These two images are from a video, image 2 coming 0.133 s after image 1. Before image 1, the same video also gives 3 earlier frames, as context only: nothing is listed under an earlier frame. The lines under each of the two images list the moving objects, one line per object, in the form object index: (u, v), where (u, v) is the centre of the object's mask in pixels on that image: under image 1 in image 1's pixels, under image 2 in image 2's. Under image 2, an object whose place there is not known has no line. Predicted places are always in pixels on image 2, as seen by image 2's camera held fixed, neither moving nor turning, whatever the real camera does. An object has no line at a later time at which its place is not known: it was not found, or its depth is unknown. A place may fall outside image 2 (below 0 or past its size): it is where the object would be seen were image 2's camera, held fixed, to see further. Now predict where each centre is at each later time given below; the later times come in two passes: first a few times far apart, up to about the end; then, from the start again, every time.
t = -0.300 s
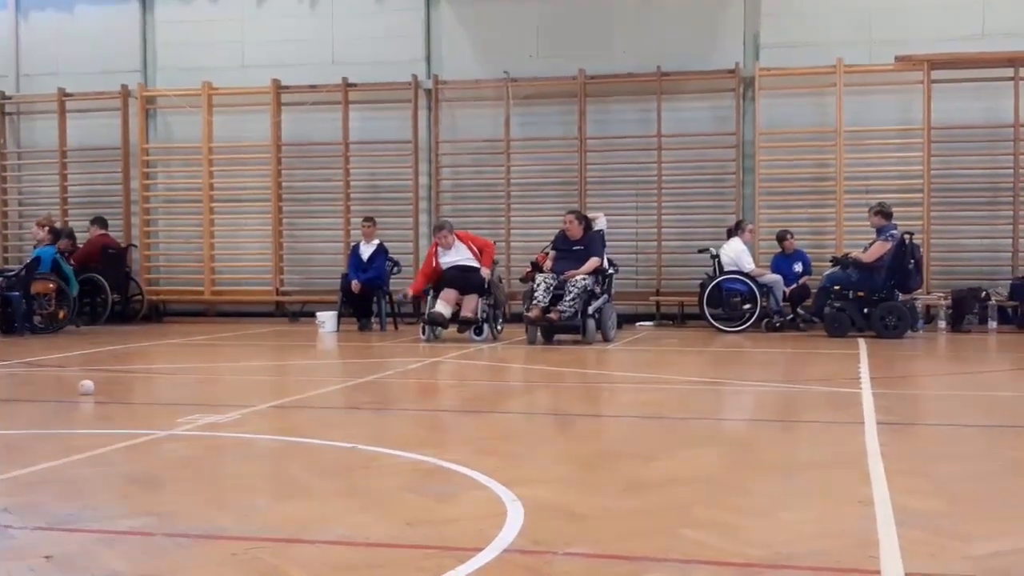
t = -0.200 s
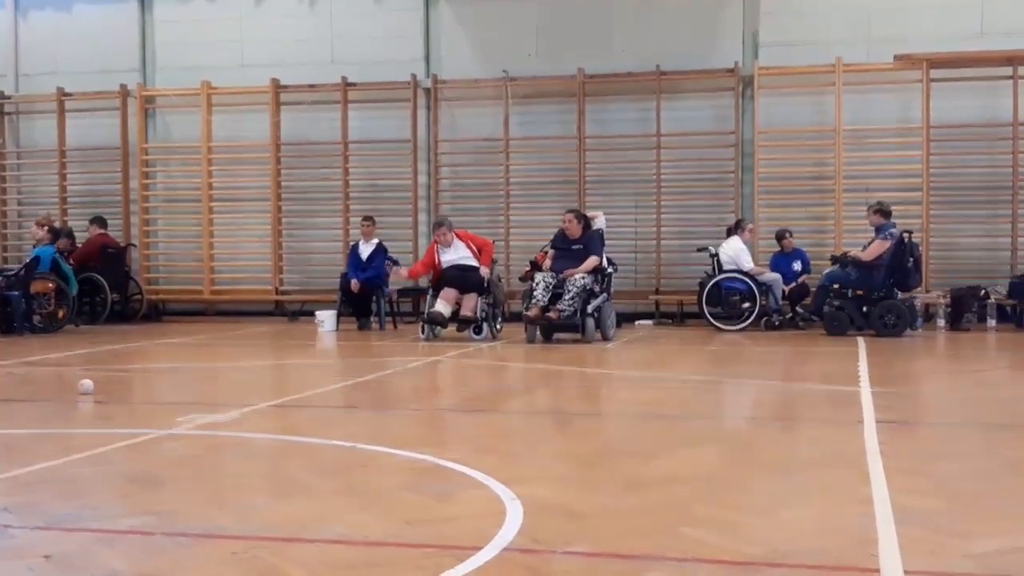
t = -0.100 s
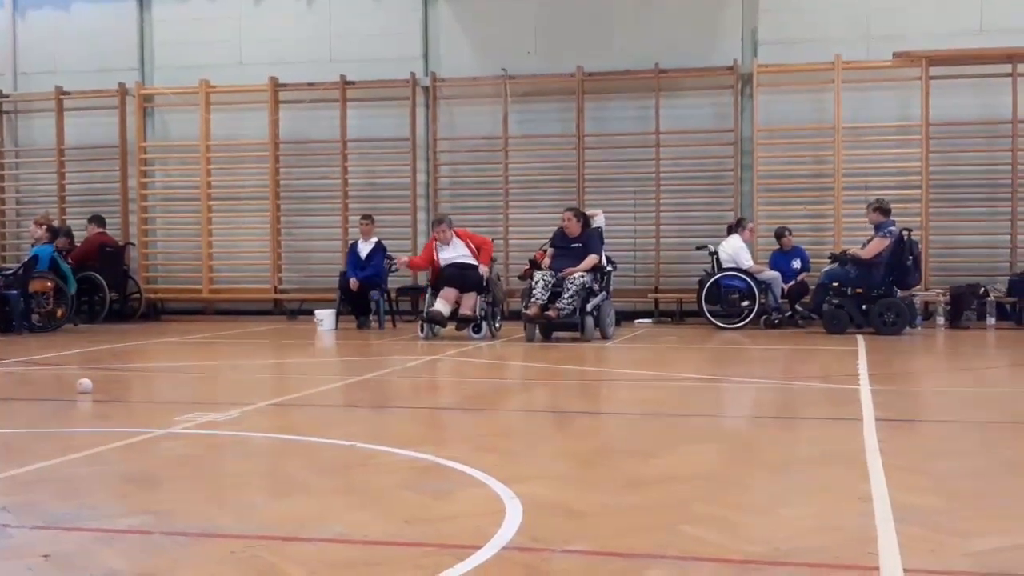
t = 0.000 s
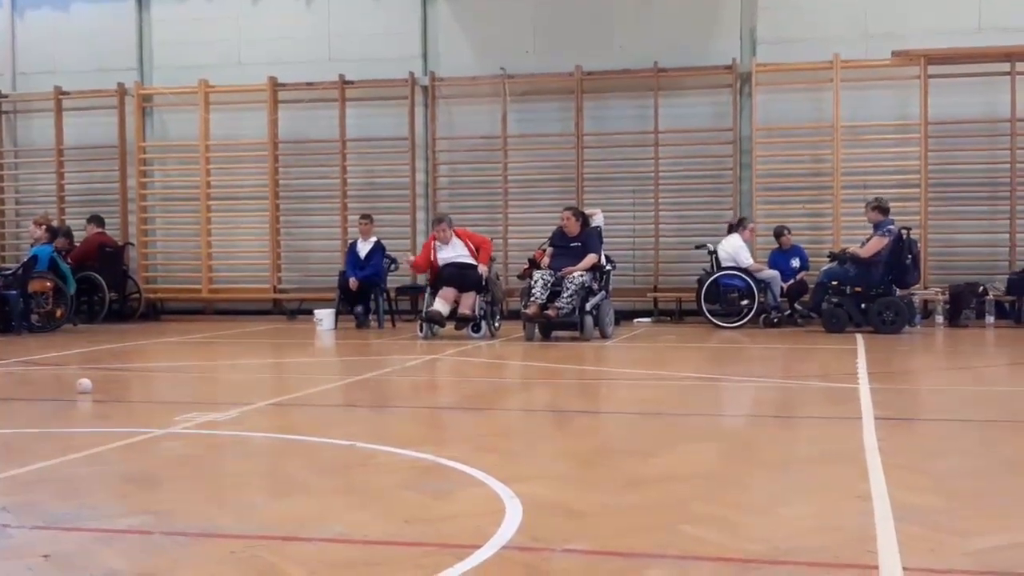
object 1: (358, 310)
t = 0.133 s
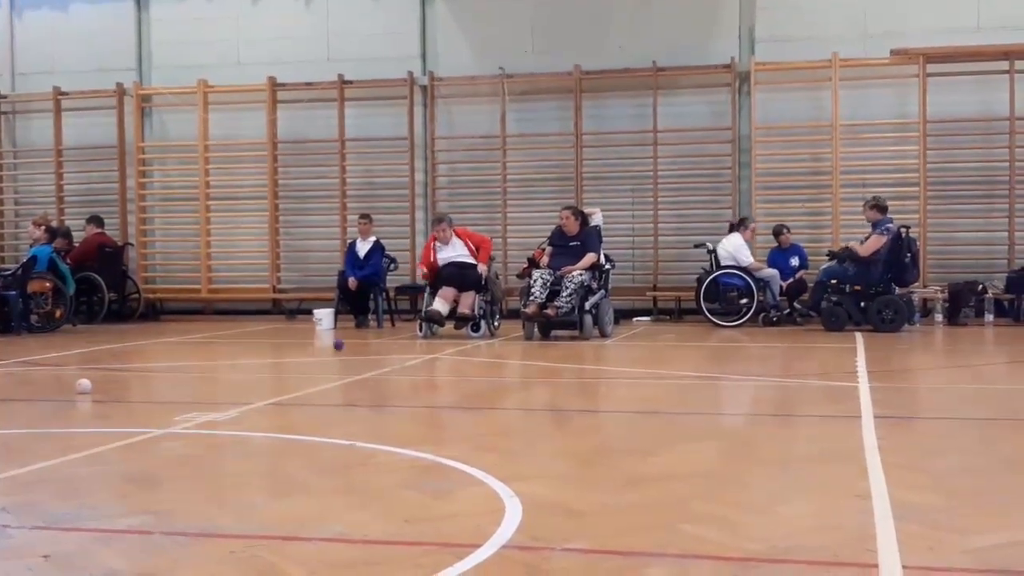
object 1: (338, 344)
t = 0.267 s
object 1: (322, 341)
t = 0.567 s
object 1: (287, 354)
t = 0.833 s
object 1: (256, 360)
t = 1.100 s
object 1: (224, 365)
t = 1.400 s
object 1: (190, 370)
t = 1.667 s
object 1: (161, 374)
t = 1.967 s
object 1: (132, 379)
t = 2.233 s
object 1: (111, 382)
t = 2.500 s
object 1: (96, 384)
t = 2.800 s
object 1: (97, 385)
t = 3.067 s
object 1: (98, 385)
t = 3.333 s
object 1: (97, 384)
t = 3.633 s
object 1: (97, 384)
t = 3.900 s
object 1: (98, 384)
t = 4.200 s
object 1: (98, 384)
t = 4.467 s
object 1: (98, 384)
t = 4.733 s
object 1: (98, 384)
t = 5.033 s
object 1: (98, 384)
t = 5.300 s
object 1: (98, 384)
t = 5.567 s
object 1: (98, 384)
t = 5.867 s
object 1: (98, 384)
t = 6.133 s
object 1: (98, 384)
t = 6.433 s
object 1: (98, 384)
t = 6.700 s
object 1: (98, 384)
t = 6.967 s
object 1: (98, 384)
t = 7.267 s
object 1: (98, 384)
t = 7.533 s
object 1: (97, 384)
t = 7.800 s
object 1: (97, 384)
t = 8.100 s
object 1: (97, 384)
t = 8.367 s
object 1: (97, 384)
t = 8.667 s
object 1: (96, 384)
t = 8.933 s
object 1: (97, 384)
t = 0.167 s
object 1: (333, 341)
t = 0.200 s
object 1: (330, 340)
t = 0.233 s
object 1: (326, 339)
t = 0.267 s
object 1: (322, 341)
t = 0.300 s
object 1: (318, 343)
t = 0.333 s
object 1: (314, 348)
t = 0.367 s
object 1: (311, 350)
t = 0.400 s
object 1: (307, 348)
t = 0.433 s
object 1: (304, 349)
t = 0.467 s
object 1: (299, 351)
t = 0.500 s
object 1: (295, 352)
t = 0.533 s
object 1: (291, 353)
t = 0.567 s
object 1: (287, 354)
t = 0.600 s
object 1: (283, 354)
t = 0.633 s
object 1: (279, 355)
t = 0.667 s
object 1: (276, 356)
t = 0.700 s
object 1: (272, 356)
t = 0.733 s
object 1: (267, 357)
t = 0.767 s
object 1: (263, 358)
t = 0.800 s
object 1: (259, 359)
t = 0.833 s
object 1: (256, 360)
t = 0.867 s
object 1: (252, 360)
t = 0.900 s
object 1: (248, 361)
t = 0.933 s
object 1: (243, 361)
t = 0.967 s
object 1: (240, 362)
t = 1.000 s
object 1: (236, 363)
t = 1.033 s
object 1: (232, 363)
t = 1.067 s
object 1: (228, 364)
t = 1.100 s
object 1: (224, 365)
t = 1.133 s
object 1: (220, 365)
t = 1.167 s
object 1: (216, 366)
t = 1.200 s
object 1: (213, 367)
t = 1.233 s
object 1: (209, 367)
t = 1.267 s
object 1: (205, 368)
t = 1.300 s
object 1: (201, 369)
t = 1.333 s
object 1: (197, 369)
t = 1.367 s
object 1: (194, 370)
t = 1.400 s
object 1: (190, 370)
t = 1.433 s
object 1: (186, 371)
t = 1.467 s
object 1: (183, 371)
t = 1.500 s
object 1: (179, 372)
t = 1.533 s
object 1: (175, 372)
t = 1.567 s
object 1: (172, 373)
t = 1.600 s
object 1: (168, 373)
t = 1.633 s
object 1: (165, 374)
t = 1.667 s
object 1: (161, 374)
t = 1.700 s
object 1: (158, 375)
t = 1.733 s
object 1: (154, 375)
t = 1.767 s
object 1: (151, 376)
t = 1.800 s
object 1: (148, 377)
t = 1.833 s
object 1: (144, 377)
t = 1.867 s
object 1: (141, 378)
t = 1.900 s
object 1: (139, 379)
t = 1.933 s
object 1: (136, 379)
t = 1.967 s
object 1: (132, 379)
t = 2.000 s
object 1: (129, 380)
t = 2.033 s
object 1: (126, 380)
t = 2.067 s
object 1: (124, 380)
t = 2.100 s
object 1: (121, 380)
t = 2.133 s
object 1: (118, 381)
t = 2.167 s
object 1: (116, 381)
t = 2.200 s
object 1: (113, 382)
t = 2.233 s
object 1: (111, 382)
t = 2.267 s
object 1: (109, 383)
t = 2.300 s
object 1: (106, 383)
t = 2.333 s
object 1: (103, 383)
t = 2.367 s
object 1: (101, 384)
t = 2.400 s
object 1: (99, 384)
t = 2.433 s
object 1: (98, 384)
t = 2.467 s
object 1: (97, 384)
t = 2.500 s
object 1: (96, 384)
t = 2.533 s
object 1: (97, 385)
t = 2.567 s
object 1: (97, 385)
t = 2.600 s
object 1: (97, 384)
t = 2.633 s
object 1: (97, 384)
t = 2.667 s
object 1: (97, 384)
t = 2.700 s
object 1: (97, 385)
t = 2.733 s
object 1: (97, 385)
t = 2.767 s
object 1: (97, 385)
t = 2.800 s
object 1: (97, 385)
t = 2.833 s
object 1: (97, 385)
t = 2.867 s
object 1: (97, 385)
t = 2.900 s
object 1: (97, 385)
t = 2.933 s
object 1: (97, 384)
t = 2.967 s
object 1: (98, 385)
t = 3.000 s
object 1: (98, 385)
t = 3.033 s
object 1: (98, 385)
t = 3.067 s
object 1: (98, 385)
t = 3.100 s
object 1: (98, 385)
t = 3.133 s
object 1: (98, 385)
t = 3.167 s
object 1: (98, 385)
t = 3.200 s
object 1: (98, 384)
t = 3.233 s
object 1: (98, 385)
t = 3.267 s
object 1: (98, 385)
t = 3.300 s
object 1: (97, 384)
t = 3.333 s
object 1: (97, 384)
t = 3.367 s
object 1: (98, 385)
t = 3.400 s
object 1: (98, 384)
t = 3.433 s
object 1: (98, 385)
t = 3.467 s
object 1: (97, 385)
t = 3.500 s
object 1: (97, 385)
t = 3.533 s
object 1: (97, 385)
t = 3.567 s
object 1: (97, 384)
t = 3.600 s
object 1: (97, 385)
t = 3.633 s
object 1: (97, 384)
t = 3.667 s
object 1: (97, 385)
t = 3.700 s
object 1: (97, 384)
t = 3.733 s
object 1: (97, 385)
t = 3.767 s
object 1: (97, 385)
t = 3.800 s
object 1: (97, 385)
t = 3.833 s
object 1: (97, 384)
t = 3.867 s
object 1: (97, 384)
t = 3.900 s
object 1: (98, 384)
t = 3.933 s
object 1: (98, 384)
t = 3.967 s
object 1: (98, 384)
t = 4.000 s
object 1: (98, 384)
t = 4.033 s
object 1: (98, 384)
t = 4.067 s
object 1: (98, 384)
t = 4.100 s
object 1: (98, 384)
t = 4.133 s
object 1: (98, 384)
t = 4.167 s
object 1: (98, 384)
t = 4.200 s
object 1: (98, 384)
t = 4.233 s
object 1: (98, 384)
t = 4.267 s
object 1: (97, 384)
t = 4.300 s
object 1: (97, 384)
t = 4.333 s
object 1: (97, 384)
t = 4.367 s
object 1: (97, 384)
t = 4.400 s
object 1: (97, 384)
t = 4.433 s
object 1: (97, 384)
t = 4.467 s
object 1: (98, 384)
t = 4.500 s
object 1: (97, 384)
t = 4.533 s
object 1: (98, 385)
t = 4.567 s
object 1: (98, 385)
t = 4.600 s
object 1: (98, 384)
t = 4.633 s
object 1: (98, 385)
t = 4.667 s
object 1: (98, 385)
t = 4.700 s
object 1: (98, 384)
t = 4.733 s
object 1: (98, 384)
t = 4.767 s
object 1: (98, 384)
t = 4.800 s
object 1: (98, 384)
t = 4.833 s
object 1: (98, 384)
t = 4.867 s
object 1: (98, 384)
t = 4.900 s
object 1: (98, 384)
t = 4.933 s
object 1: (98, 384)
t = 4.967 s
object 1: (99, 384)
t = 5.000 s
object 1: (98, 384)
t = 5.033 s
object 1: (98, 384)
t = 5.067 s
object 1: (98, 384)
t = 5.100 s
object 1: (98, 385)
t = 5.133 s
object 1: (98, 384)
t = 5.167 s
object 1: (98, 384)
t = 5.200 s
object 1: (98, 384)
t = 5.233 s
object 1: (98, 384)
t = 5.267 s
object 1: (98, 384)
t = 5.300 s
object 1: (98, 384)
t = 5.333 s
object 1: (98, 384)
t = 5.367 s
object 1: (98, 384)
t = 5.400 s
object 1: (98, 384)
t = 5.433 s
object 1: (98, 384)
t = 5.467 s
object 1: (98, 384)
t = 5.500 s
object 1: (98, 384)
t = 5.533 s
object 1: (98, 384)
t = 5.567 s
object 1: (98, 384)
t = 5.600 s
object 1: (99, 384)
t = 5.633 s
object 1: (98, 385)
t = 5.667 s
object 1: (99, 384)
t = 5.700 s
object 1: (98, 385)
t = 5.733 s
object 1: (98, 384)
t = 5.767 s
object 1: (98, 384)
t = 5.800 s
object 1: (98, 384)
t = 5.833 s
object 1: (98, 384)
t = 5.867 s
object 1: (98, 384)
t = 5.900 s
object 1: (98, 384)
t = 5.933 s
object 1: (98, 384)
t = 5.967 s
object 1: (98, 384)
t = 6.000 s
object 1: (98, 384)
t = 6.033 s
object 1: (98, 384)
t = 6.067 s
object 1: (98, 384)
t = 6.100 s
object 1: (98, 384)
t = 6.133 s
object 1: (98, 384)
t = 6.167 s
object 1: (98, 384)
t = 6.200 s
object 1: (98, 384)
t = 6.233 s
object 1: (98, 384)
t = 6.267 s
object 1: (98, 384)
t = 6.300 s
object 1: (98, 384)
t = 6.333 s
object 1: (98, 384)
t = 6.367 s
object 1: (98, 384)
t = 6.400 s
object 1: (98, 384)
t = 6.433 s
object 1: (98, 384)
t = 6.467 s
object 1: (98, 384)
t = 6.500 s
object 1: (98, 384)
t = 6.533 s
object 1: (98, 384)
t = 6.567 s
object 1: (98, 384)
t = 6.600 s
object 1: (98, 384)
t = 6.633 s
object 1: (98, 384)
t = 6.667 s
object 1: (98, 384)
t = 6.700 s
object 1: (98, 384)
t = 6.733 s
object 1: (98, 384)
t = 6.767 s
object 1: (98, 384)
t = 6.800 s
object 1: (98, 384)
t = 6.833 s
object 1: (98, 384)
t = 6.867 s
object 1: (98, 384)
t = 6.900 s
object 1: (98, 384)
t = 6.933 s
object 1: (98, 384)
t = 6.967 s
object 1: (98, 384)
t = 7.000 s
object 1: (98, 384)
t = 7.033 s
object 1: (98, 384)
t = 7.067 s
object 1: (98, 384)
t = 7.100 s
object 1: (98, 384)
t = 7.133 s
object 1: (98, 384)
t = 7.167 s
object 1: (98, 384)
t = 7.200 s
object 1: (98, 384)
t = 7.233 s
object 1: (98, 384)
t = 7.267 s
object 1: (98, 384)
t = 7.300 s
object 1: (98, 384)
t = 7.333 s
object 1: (98, 384)
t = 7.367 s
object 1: (98, 384)
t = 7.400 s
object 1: (98, 384)
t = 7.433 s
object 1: (98, 384)
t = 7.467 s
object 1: (98, 384)
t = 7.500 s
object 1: (97, 384)
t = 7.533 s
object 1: (97, 384)
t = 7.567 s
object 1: (97, 384)
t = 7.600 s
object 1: (97, 384)
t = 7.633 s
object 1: (97, 384)
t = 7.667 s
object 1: (97, 384)
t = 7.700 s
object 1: (97, 384)
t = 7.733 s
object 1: (97, 384)
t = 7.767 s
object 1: (97, 384)
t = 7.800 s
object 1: (97, 384)
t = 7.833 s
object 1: (97, 384)
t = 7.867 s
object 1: (97, 384)
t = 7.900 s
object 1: (97, 384)
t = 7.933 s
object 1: (97, 384)
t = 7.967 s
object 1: (97, 384)
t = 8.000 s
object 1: (97, 384)
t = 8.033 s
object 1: (97, 384)
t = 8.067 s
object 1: (97, 384)
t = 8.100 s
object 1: (97, 384)
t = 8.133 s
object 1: (97, 384)
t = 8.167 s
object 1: (97, 384)
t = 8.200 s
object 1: (97, 384)
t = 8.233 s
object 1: (97, 384)
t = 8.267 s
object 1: (97, 384)
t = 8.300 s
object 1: (97, 384)
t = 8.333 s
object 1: (97, 384)
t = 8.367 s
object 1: (97, 384)
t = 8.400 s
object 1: (97, 384)
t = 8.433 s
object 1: (97, 384)
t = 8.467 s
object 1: (97, 384)
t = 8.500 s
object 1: (97, 384)
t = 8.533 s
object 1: (97, 384)
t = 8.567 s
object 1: (97, 384)
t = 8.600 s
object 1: (97, 384)
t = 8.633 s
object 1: (97, 384)
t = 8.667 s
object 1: (96, 384)
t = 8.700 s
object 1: (96, 385)
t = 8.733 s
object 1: (96, 384)
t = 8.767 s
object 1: (97, 384)
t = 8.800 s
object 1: (97, 384)
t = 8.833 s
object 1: (96, 384)
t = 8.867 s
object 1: (96, 384)
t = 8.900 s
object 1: (97, 384)
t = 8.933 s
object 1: (97, 384)
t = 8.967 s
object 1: (97, 385)
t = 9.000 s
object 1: (97, 385)
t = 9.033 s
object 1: (97, 385)
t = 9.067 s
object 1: (97, 385)
